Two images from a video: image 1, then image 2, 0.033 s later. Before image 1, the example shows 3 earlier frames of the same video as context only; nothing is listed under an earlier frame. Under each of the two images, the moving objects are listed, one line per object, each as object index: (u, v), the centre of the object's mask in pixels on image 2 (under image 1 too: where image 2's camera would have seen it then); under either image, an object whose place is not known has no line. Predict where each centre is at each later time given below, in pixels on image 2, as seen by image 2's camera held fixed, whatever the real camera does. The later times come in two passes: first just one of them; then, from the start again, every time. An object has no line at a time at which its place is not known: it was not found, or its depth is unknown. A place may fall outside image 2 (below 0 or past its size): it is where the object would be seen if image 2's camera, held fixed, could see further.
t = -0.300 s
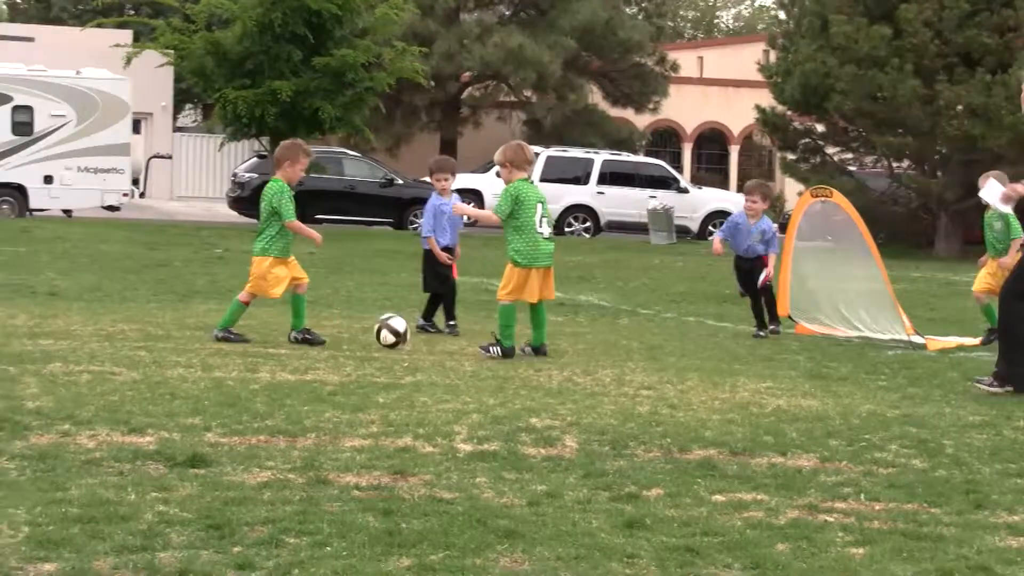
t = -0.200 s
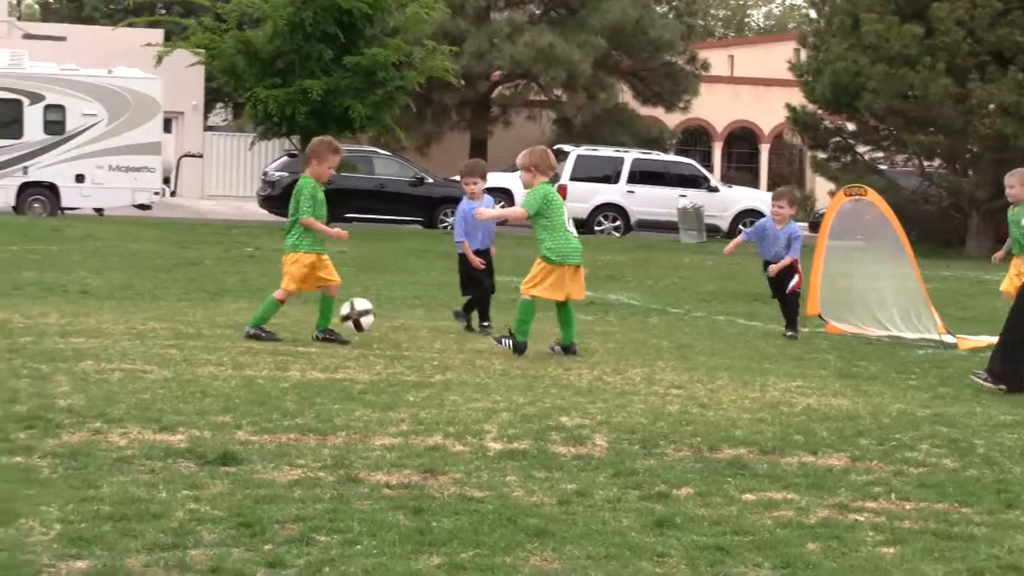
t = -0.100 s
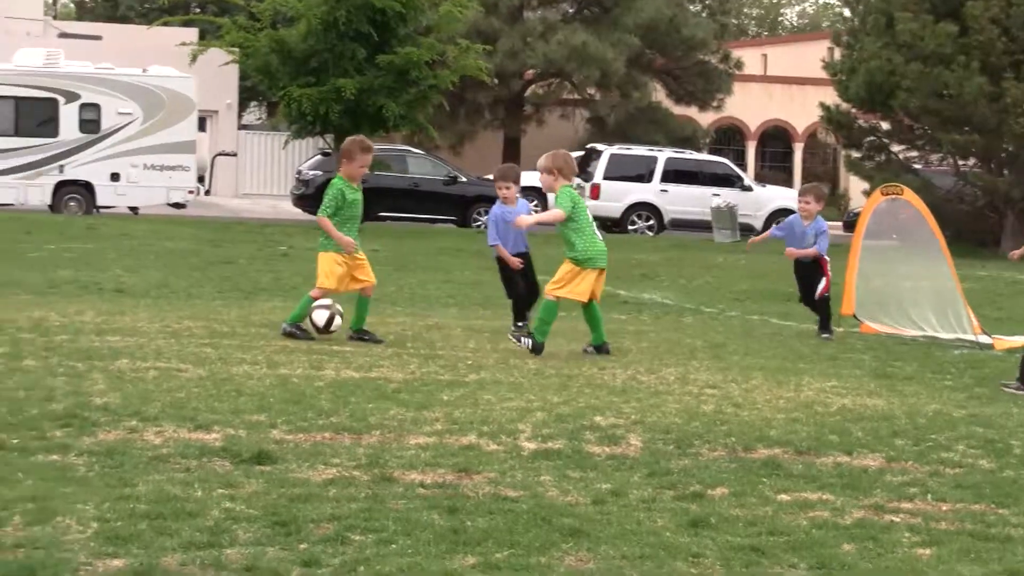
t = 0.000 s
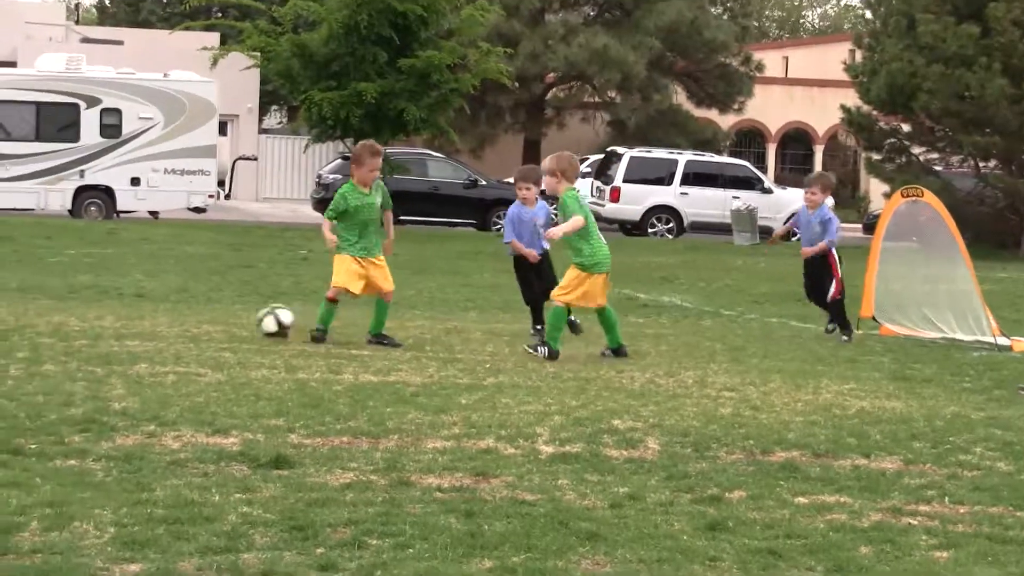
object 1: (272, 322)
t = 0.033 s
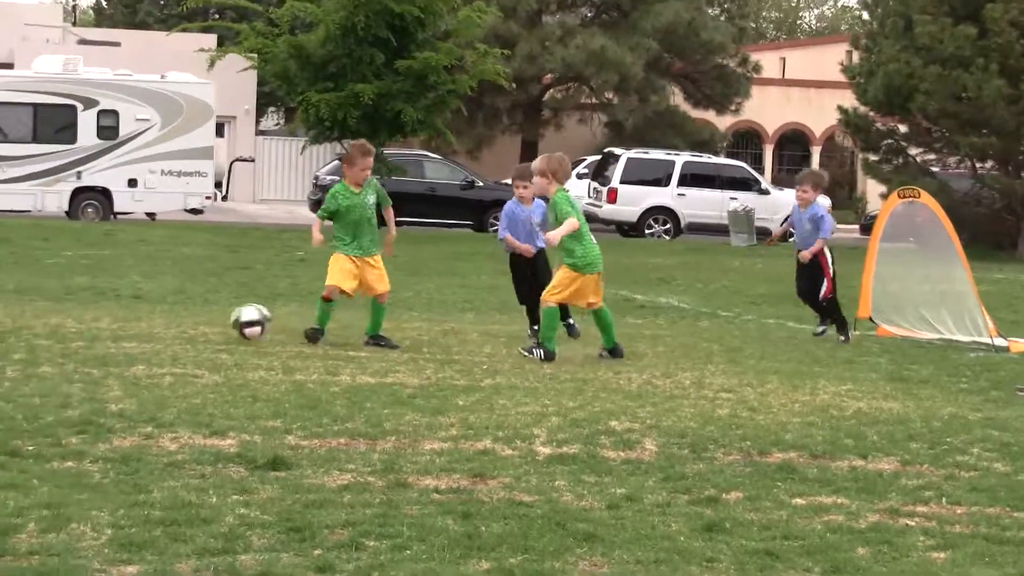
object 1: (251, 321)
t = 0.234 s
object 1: (113, 322)
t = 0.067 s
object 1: (228, 320)
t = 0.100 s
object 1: (206, 322)
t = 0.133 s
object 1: (183, 325)
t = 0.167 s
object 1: (159, 325)
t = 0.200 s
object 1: (136, 322)
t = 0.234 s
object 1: (113, 322)
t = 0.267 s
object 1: (89, 323)
